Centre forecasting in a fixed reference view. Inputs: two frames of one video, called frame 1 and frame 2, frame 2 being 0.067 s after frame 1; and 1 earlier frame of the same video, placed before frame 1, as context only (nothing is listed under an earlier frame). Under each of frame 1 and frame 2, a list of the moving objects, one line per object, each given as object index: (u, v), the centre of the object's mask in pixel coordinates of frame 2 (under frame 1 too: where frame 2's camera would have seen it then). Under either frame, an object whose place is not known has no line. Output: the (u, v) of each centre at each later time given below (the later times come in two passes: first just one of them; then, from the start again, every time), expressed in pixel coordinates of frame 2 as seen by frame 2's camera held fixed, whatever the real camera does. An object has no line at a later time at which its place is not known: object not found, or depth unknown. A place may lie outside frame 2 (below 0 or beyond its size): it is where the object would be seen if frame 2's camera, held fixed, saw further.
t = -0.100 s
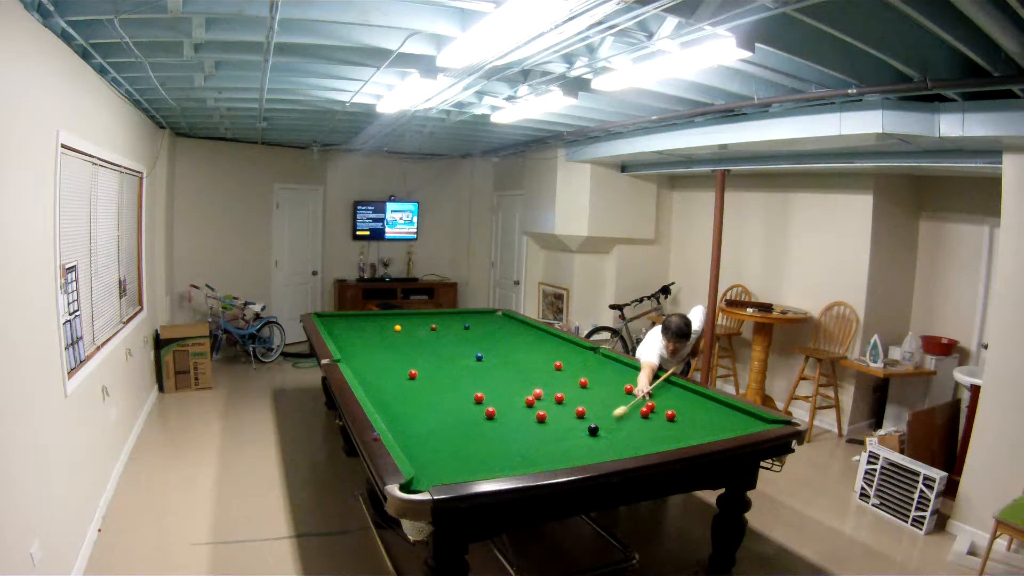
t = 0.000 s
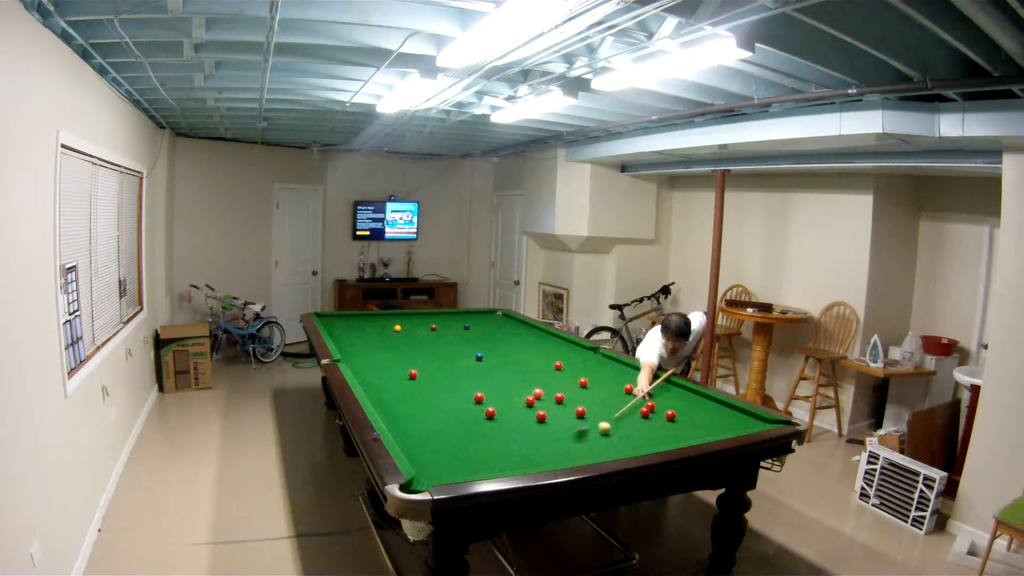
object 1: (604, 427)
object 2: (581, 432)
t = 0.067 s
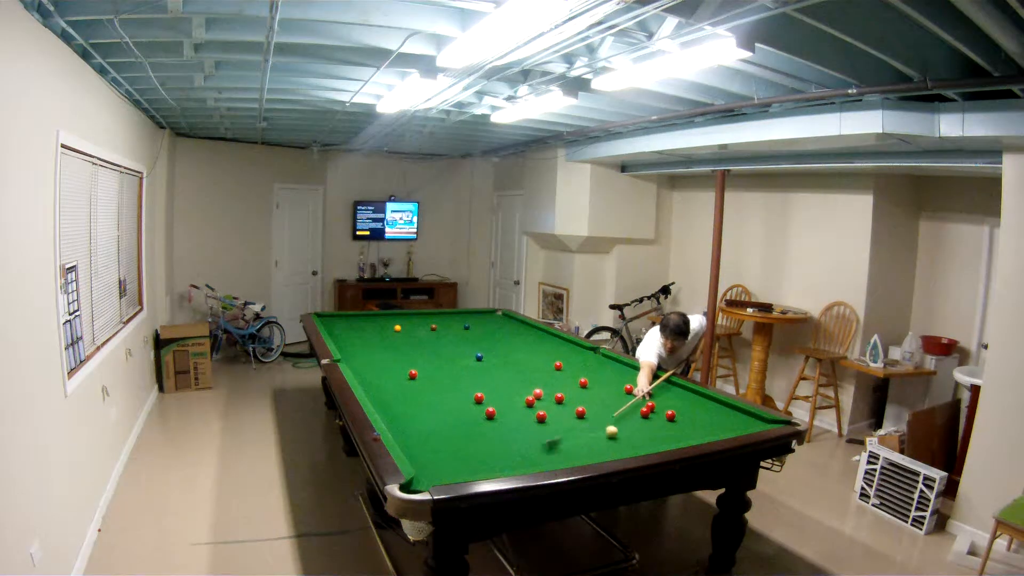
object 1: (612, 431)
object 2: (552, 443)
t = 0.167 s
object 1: (620, 437)
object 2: (505, 460)
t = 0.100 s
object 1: (614, 433)
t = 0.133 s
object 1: (617, 435)
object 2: (520, 455)
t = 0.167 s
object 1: (620, 437)
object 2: (505, 460)
